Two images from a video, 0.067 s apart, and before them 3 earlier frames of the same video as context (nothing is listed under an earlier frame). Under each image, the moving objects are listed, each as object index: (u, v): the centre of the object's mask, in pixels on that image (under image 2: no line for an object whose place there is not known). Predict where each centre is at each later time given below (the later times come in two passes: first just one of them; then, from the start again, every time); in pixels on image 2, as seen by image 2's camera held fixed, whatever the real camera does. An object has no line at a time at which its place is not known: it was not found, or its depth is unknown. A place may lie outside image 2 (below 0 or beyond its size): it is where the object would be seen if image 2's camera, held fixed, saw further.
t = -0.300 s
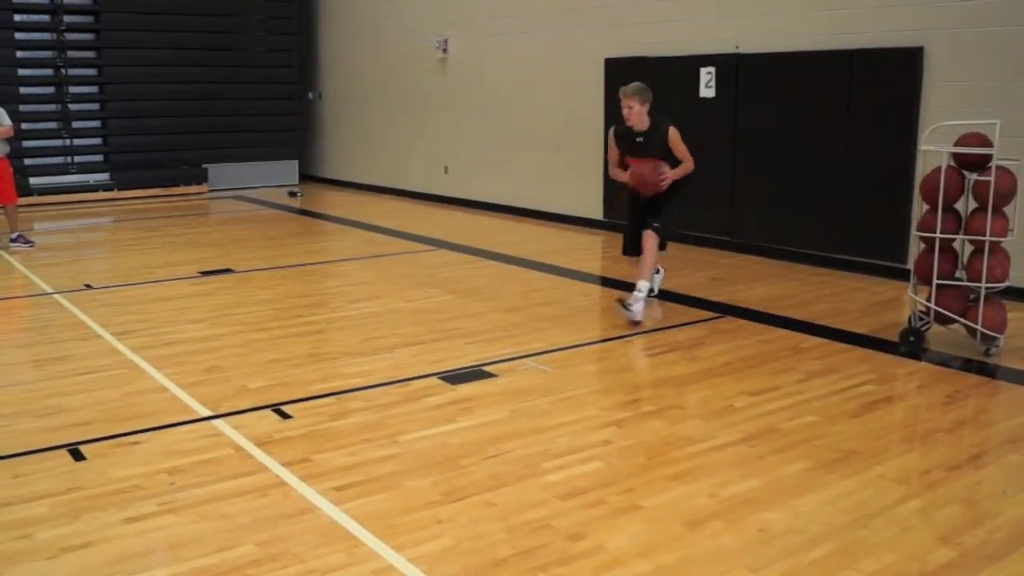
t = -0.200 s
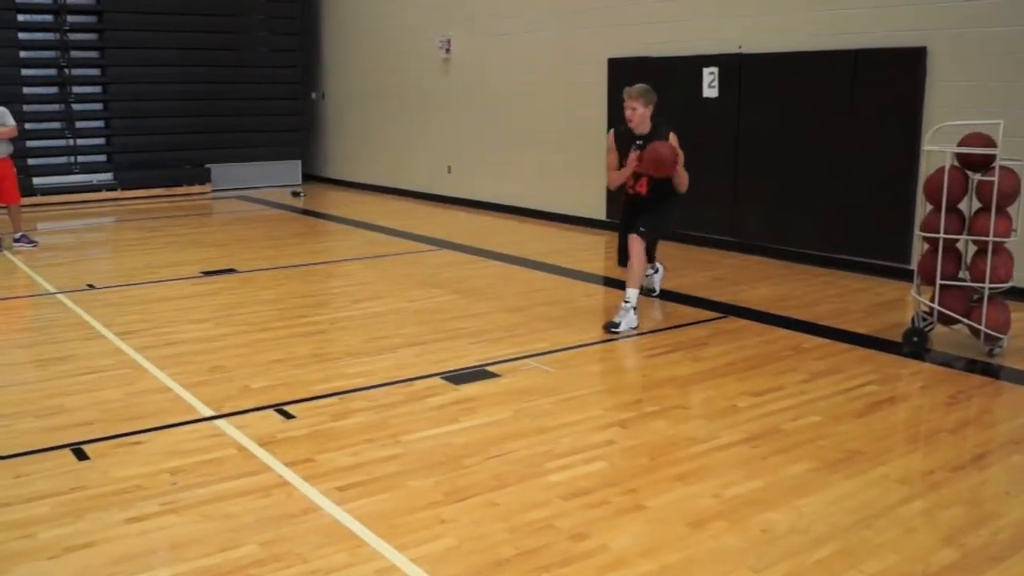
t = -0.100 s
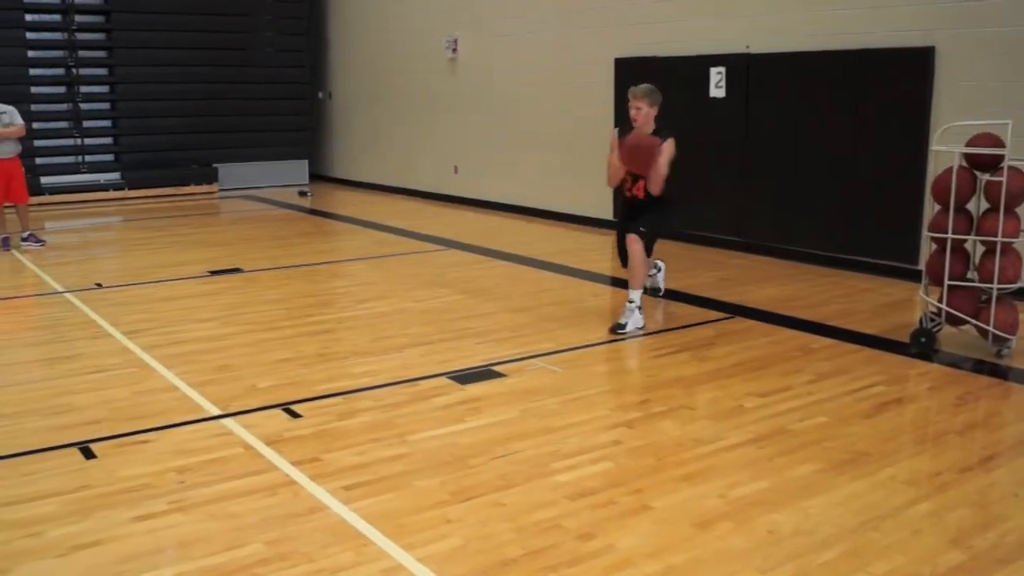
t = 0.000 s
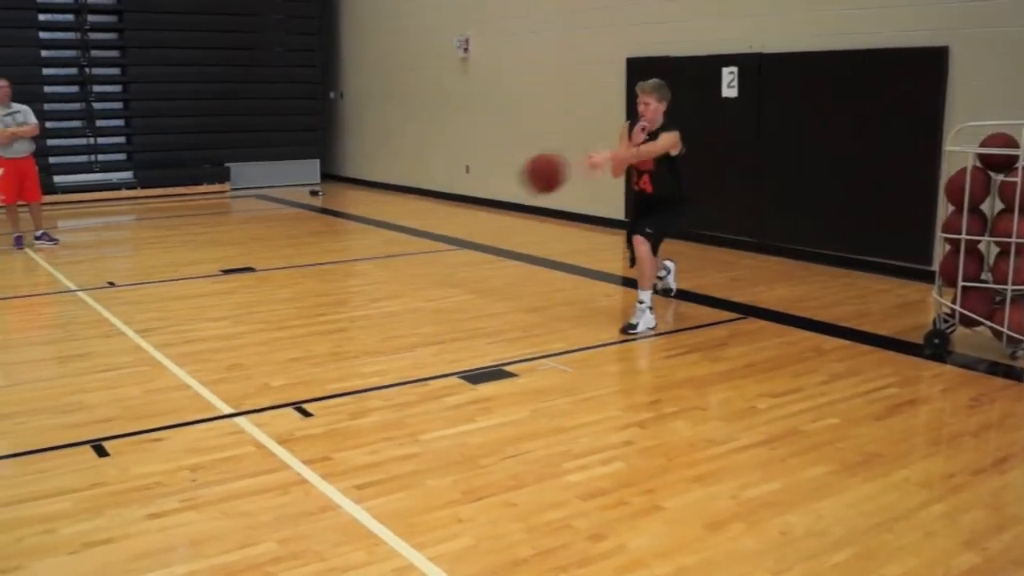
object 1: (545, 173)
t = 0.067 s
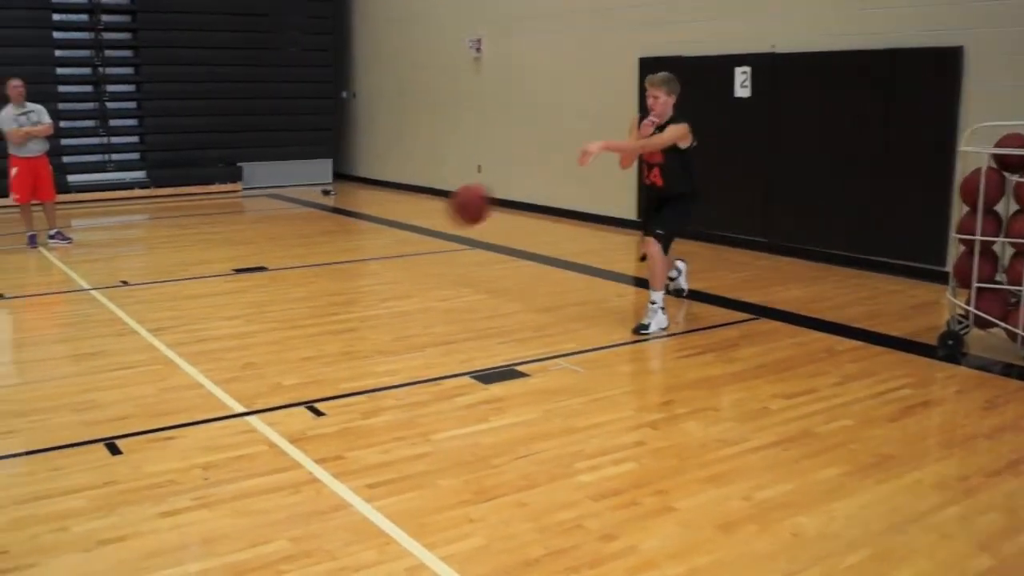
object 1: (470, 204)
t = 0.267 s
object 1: (212, 345)
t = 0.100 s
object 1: (426, 224)
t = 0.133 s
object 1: (383, 244)
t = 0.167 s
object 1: (340, 265)
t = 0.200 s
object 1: (297, 291)
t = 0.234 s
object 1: (254, 317)
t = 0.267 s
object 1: (212, 345)
